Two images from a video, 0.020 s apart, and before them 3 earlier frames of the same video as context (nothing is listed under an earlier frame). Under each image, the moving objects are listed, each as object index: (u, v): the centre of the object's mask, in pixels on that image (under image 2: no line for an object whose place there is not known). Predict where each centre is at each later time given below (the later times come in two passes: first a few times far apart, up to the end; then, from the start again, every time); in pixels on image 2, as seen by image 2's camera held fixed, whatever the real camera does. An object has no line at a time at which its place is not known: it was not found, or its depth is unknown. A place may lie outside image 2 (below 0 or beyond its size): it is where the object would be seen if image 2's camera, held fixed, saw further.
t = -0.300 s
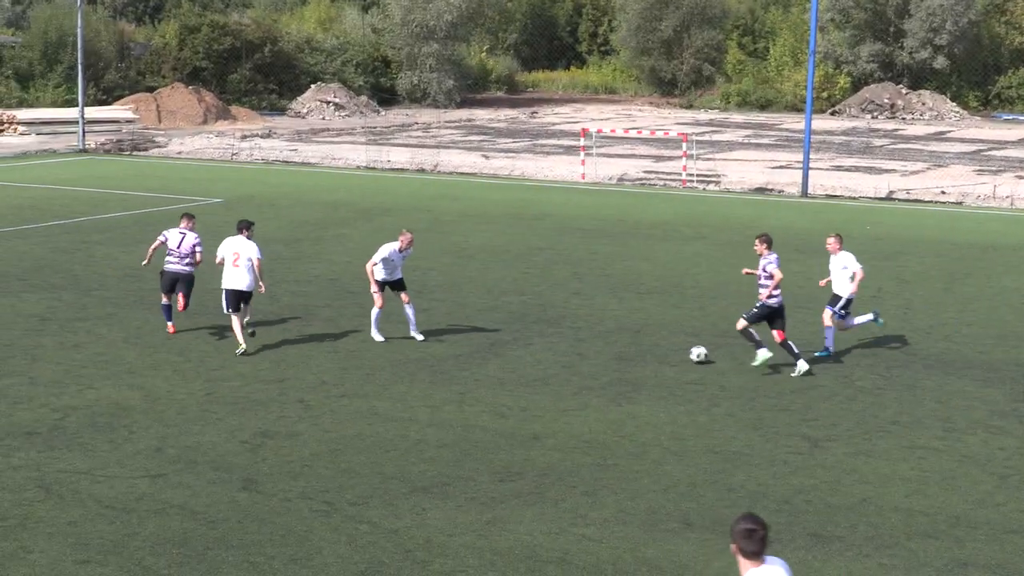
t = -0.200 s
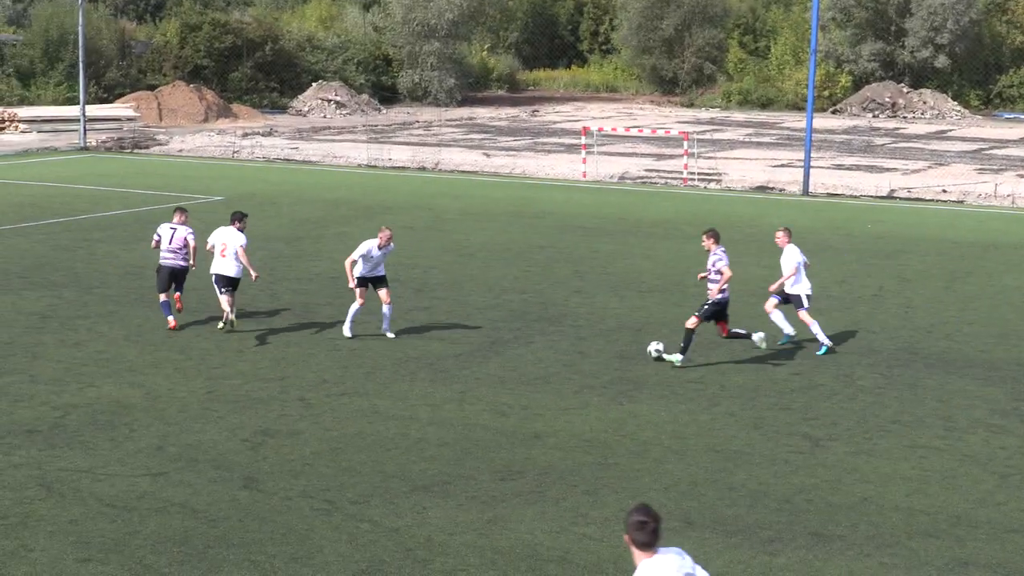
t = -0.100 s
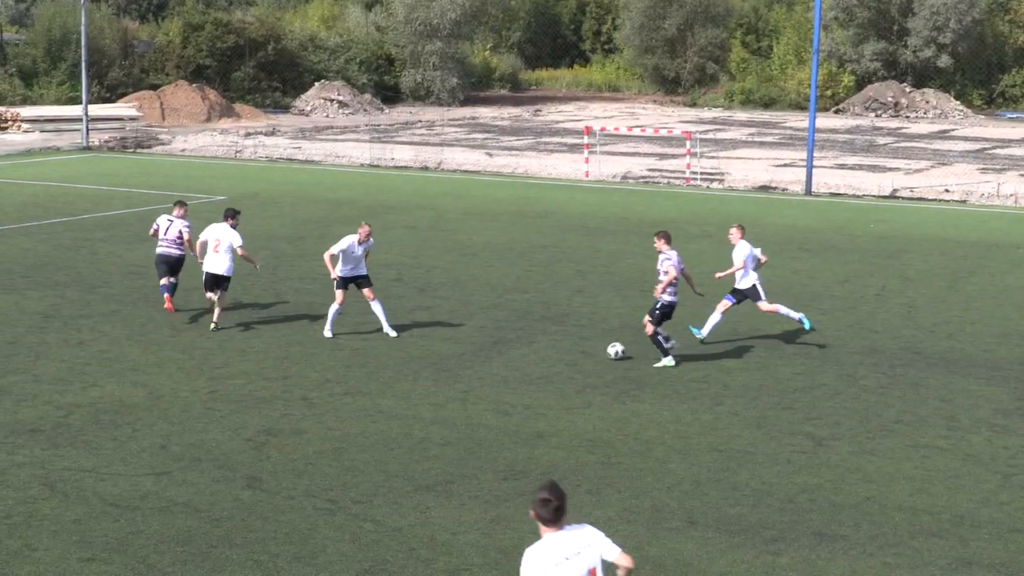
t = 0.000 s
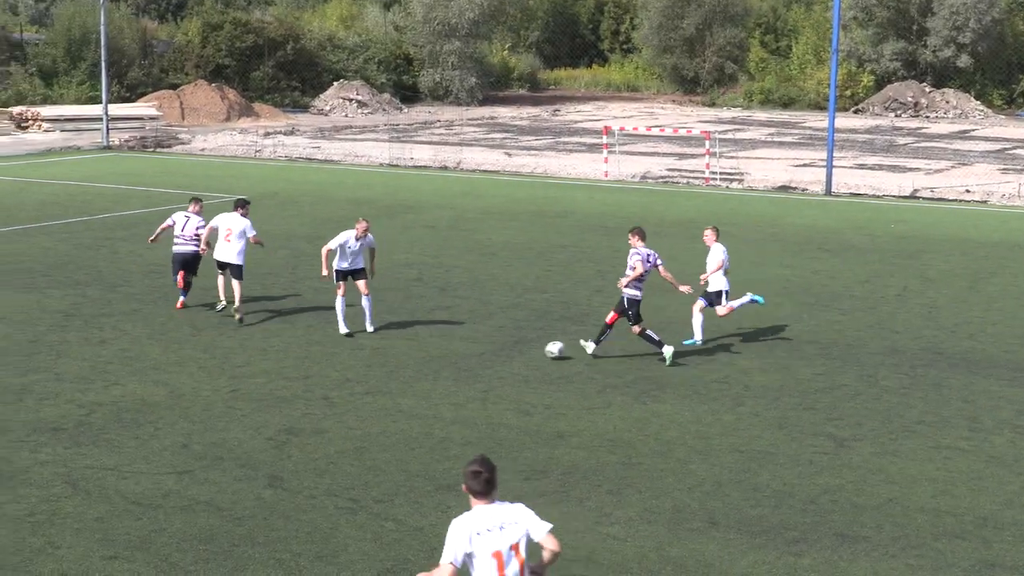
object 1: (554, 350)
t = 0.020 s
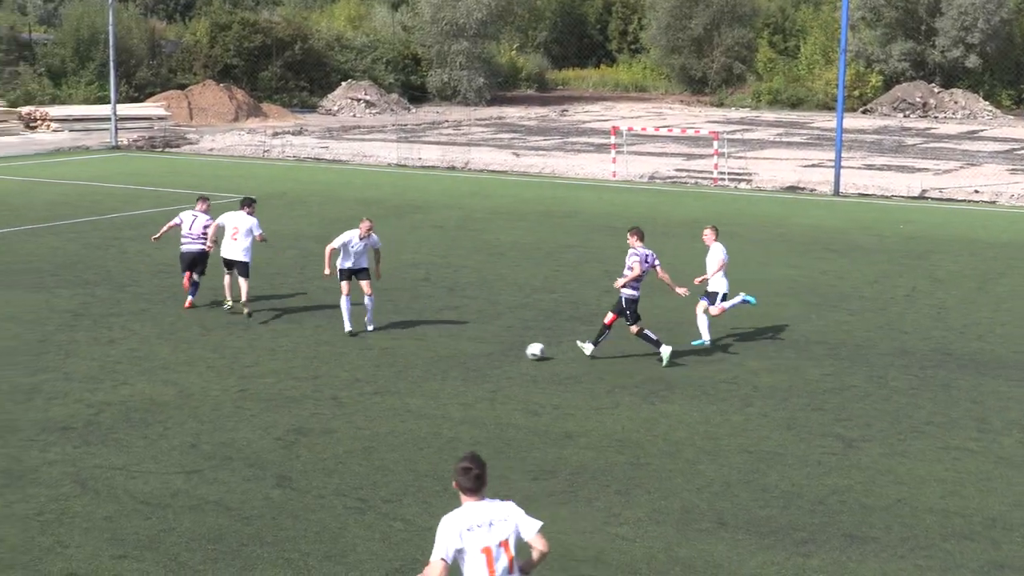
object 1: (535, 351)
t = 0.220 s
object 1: (280, 355)
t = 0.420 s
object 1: (53, 359)
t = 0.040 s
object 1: (510, 351)
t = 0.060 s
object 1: (484, 350)
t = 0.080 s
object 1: (458, 350)
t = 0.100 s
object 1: (433, 350)
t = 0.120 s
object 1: (408, 351)
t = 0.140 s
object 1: (381, 351)
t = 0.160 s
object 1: (356, 353)
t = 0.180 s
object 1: (330, 354)
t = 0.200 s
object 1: (304, 356)
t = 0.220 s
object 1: (280, 355)
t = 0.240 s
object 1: (257, 354)
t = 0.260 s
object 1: (234, 354)
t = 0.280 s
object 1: (211, 354)
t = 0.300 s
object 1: (188, 355)
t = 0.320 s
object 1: (165, 356)
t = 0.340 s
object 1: (141, 358)
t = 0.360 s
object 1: (118, 359)
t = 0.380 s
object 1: (95, 359)
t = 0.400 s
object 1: (74, 359)
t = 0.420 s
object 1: (53, 359)
